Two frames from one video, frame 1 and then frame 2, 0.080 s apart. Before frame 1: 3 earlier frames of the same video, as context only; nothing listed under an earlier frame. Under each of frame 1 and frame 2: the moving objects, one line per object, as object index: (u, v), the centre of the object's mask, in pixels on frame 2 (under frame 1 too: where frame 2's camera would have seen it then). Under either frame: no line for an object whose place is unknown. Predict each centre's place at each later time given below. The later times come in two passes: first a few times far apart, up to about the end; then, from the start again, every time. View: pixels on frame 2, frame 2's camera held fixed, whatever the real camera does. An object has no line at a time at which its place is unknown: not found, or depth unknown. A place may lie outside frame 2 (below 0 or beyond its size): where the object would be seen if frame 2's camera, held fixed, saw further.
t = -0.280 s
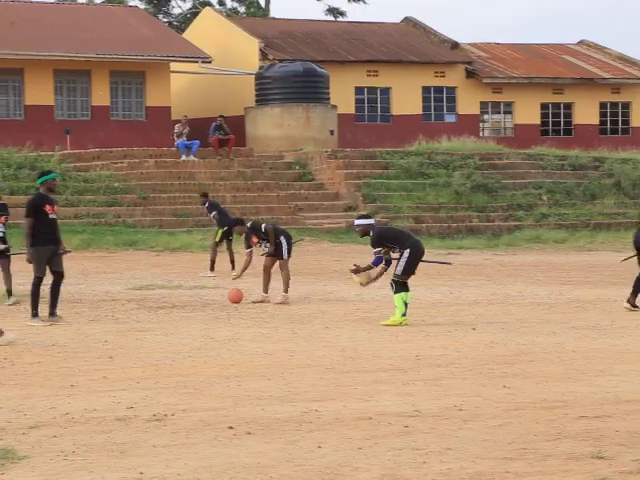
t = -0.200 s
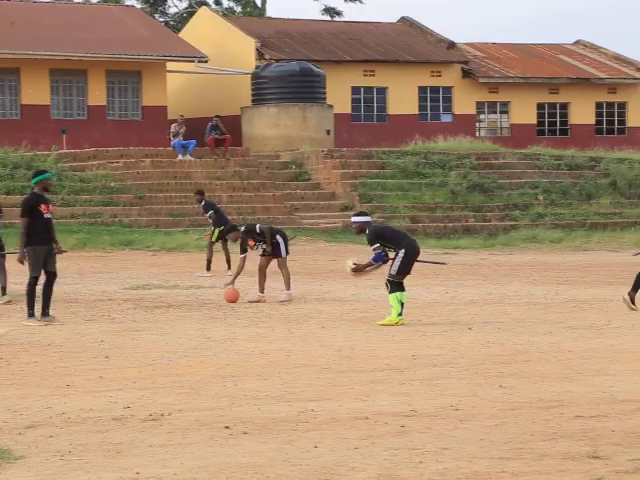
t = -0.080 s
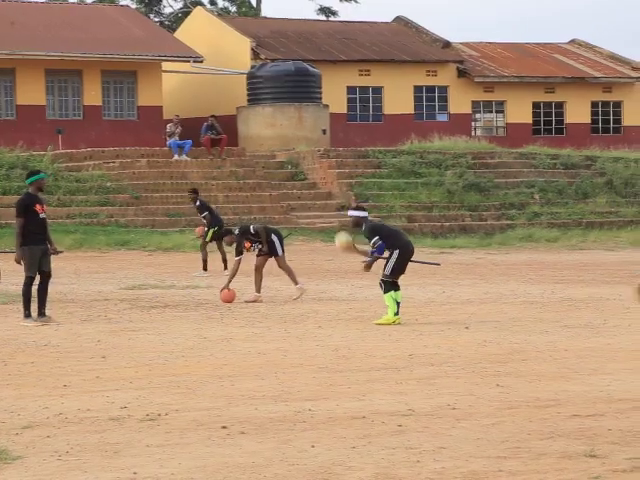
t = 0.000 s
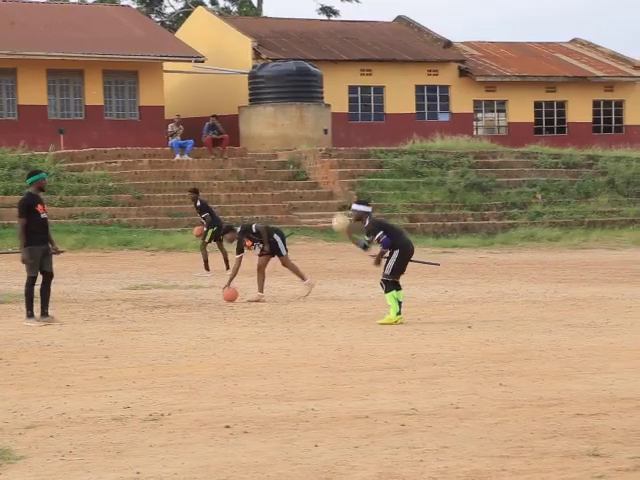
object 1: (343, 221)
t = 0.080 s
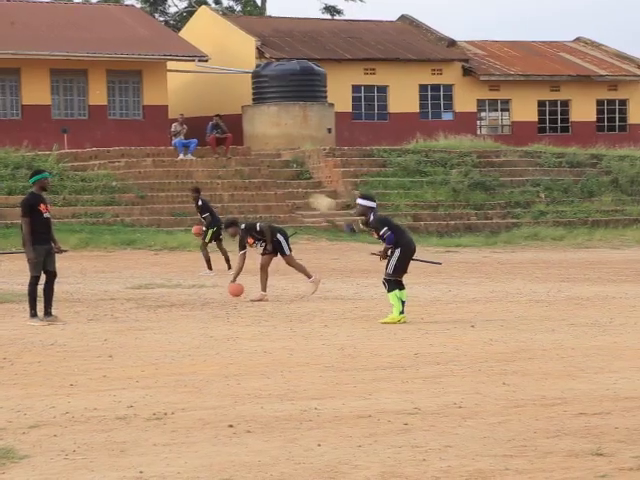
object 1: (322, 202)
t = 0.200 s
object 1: (260, 178)
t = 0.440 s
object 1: (139, 165)
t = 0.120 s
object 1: (300, 193)
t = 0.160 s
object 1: (280, 185)
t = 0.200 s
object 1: (260, 178)
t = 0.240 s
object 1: (240, 172)
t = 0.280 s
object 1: (221, 169)
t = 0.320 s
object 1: (200, 167)
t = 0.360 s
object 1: (178, 165)
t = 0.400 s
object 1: (157, 164)
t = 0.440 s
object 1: (139, 165)
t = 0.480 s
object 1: (119, 167)
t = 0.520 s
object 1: (100, 171)
